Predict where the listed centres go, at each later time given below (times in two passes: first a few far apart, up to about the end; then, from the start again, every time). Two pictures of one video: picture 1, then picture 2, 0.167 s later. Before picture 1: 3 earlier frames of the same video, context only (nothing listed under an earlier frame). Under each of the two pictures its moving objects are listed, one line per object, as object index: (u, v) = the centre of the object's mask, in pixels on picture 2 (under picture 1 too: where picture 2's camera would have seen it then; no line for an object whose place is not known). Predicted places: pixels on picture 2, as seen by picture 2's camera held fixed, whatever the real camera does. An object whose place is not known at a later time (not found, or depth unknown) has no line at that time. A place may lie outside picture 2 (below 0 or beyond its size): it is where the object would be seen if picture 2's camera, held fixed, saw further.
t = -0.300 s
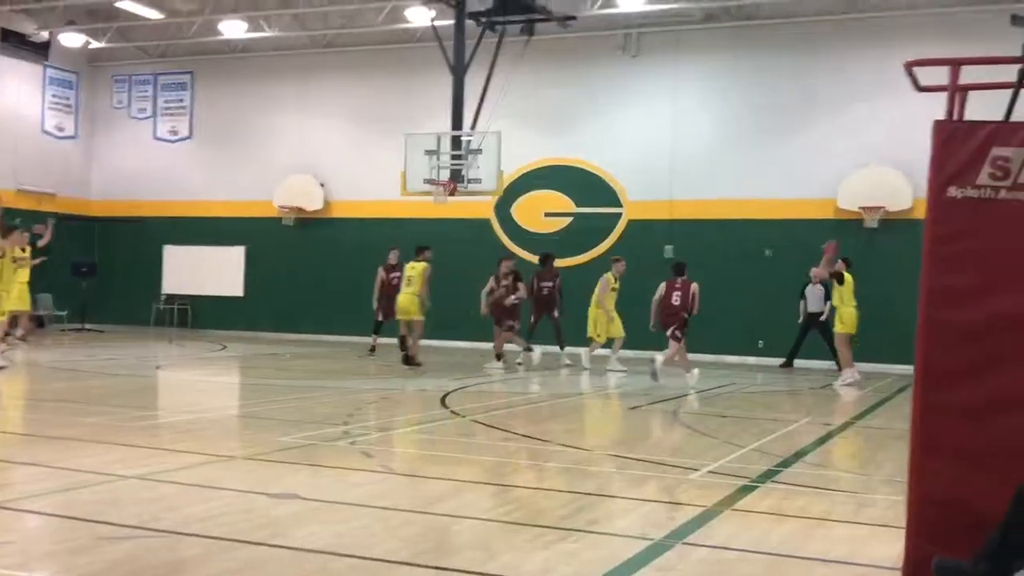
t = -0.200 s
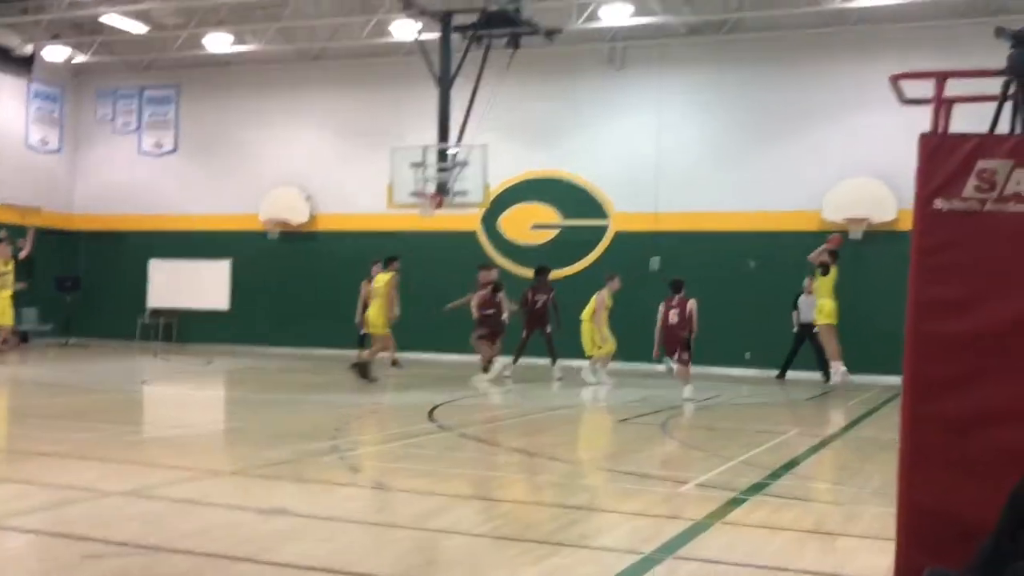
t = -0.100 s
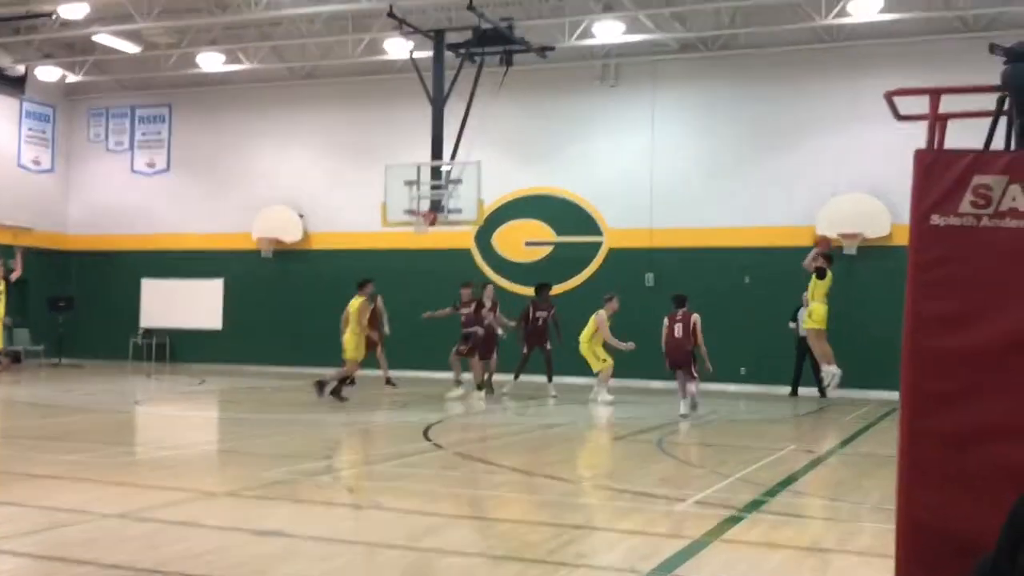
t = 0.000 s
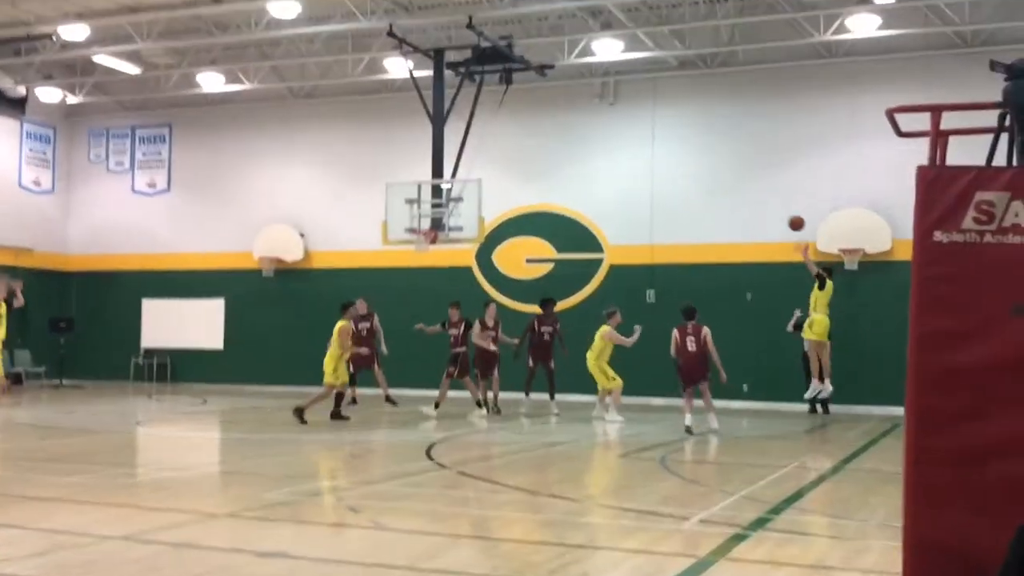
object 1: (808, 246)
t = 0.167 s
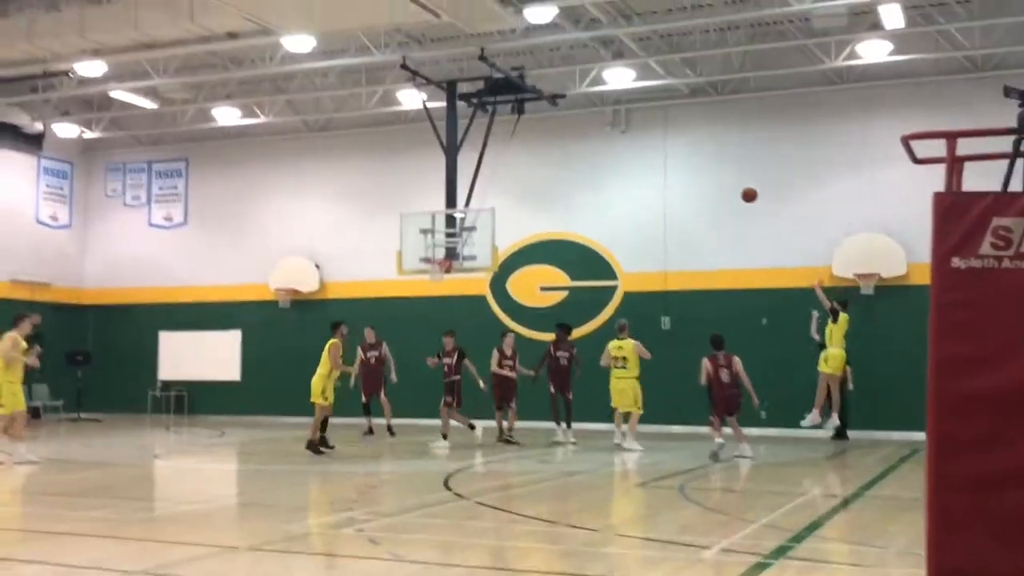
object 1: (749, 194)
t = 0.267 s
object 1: (716, 173)
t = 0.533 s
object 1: (632, 148)
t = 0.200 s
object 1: (737, 186)
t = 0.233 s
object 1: (726, 179)
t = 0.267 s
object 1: (716, 173)
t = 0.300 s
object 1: (704, 168)
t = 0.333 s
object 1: (694, 163)
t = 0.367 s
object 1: (683, 159)
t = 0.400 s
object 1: (673, 156)
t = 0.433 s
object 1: (662, 152)
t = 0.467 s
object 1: (652, 151)
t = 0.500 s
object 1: (642, 149)
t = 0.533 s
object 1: (632, 148)
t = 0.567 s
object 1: (622, 149)
